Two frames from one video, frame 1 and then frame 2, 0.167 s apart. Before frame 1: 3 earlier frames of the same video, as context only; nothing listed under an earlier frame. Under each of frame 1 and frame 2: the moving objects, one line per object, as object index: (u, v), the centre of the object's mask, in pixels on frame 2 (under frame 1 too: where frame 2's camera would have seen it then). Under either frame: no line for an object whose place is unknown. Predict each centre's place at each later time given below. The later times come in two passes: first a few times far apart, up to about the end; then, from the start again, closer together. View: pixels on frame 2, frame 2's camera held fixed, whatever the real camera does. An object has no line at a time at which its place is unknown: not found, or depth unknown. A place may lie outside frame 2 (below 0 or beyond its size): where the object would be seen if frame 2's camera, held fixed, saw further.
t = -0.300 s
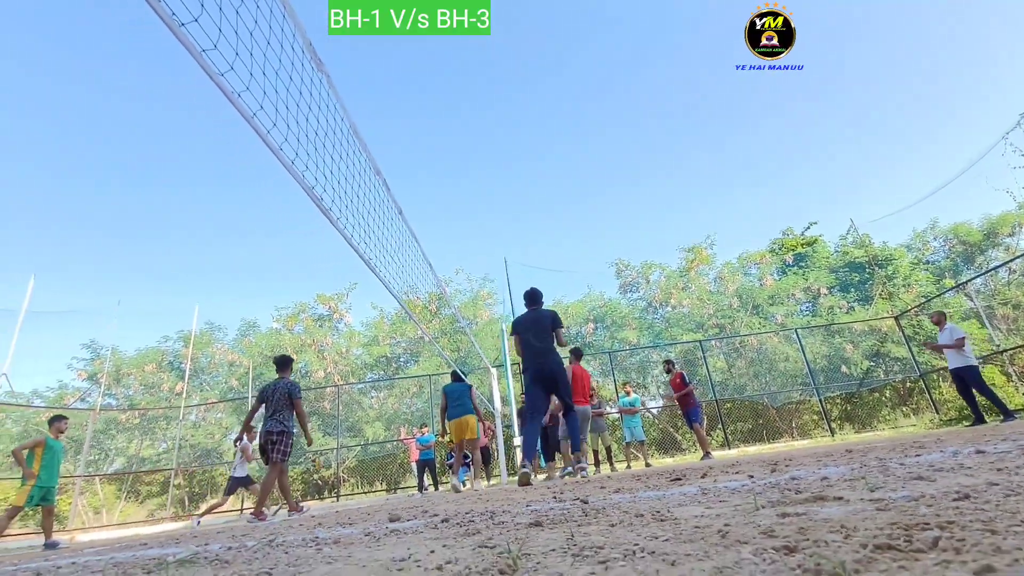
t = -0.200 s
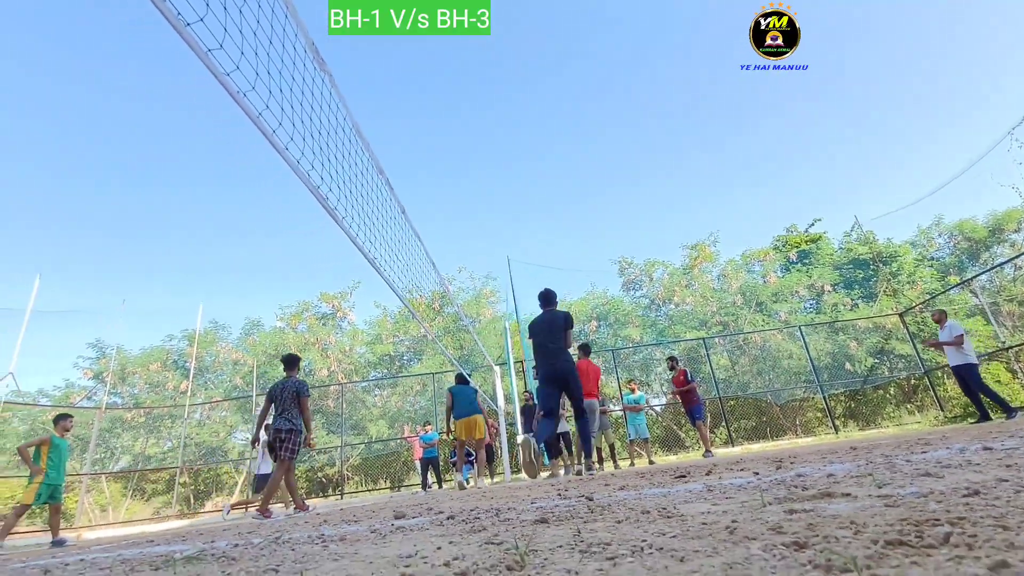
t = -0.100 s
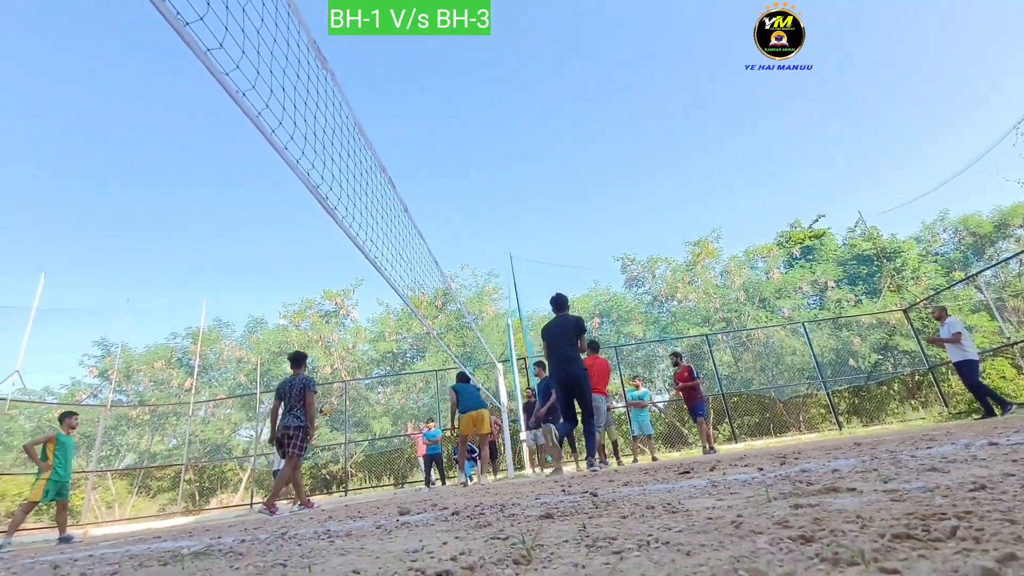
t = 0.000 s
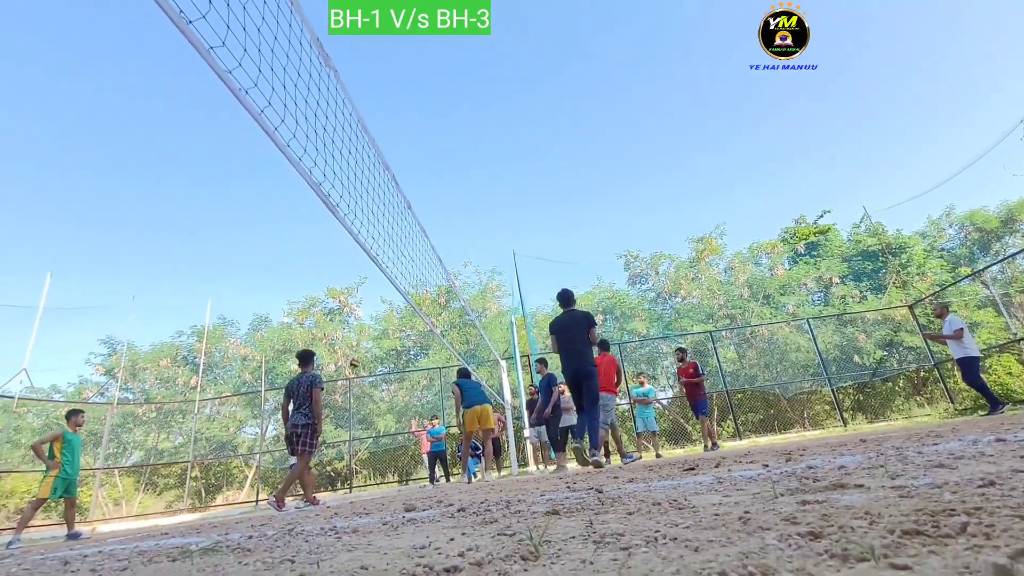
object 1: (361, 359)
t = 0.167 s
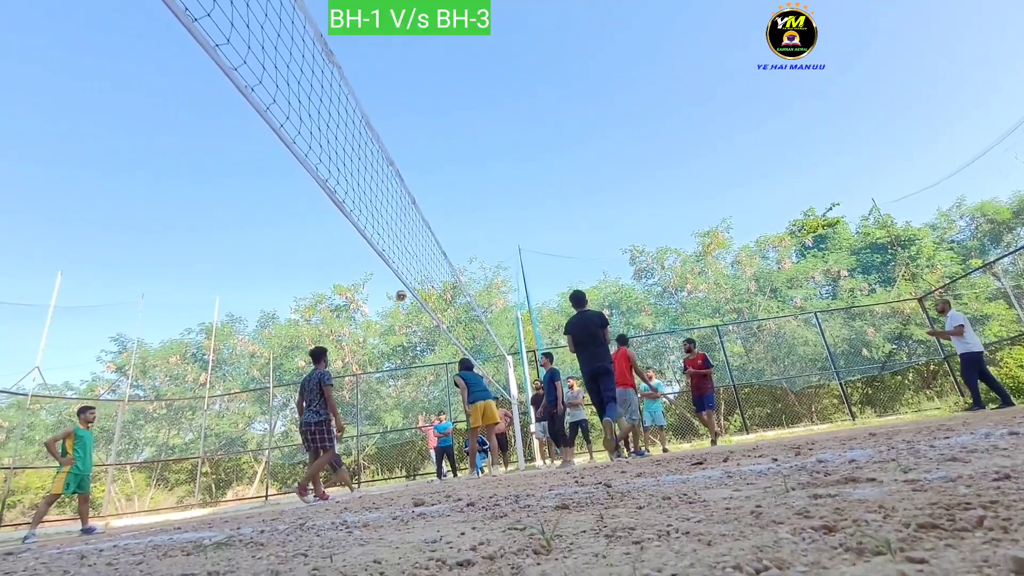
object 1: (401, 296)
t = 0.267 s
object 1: (424, 264)
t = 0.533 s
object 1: (486, 198)
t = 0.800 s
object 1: (557, 162)
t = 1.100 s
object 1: (664, 159)
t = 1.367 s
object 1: (815, 208)
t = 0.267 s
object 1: (424, 264)
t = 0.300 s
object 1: (431, 254)
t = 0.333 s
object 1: (439, 245)
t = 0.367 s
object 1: (446, 236)
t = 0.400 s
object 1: (454, 227)
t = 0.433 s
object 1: (461, 219)
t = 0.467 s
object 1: (469, 212)
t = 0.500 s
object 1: (477, 205)
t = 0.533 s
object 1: (486, 198)
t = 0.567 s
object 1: (493, 192)
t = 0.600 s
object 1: (502, 187)
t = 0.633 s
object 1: (510, 181)
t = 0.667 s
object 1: (519, 176)
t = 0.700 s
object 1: (528, 172)
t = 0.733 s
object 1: (538, 168)
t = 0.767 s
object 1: (547, 165)
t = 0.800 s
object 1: (557, 162)
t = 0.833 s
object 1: (567, 159)
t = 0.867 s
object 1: (577, 157)
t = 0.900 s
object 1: (588, 156)
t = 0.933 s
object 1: (599, 155)
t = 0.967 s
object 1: (611, 155)
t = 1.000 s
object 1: (624, 155)
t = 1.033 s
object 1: (637, 156)
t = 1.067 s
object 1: (650, 157)
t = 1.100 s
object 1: (664, 159)
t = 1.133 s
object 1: (680, 162)
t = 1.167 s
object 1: (696, 166)
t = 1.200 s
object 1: (713, 170)
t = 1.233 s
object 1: (730, 176)
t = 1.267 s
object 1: (750, 183)
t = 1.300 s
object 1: (770, 190)
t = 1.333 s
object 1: (792, 198)
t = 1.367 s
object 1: (815, 208)
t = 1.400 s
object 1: (839, 219)
